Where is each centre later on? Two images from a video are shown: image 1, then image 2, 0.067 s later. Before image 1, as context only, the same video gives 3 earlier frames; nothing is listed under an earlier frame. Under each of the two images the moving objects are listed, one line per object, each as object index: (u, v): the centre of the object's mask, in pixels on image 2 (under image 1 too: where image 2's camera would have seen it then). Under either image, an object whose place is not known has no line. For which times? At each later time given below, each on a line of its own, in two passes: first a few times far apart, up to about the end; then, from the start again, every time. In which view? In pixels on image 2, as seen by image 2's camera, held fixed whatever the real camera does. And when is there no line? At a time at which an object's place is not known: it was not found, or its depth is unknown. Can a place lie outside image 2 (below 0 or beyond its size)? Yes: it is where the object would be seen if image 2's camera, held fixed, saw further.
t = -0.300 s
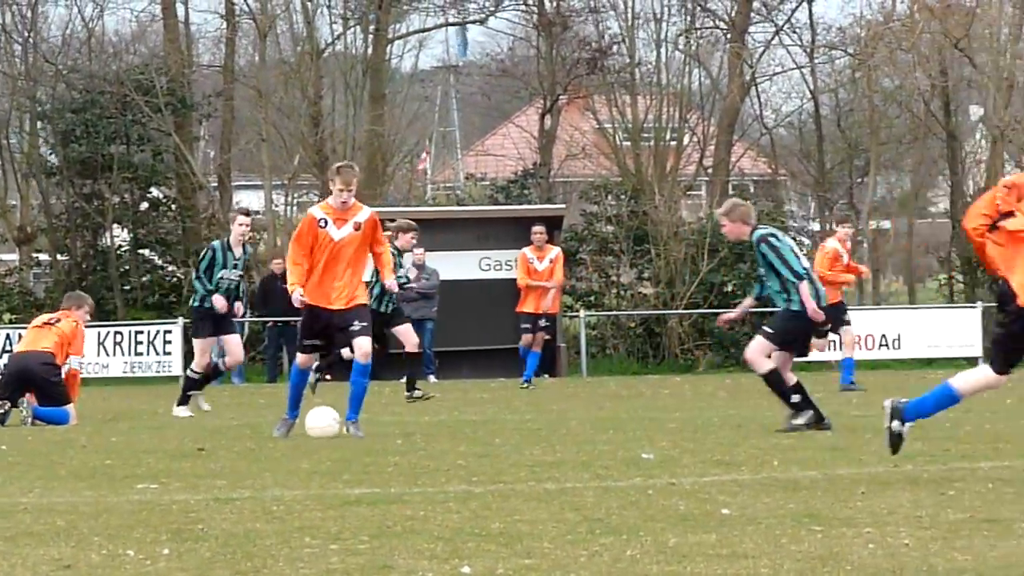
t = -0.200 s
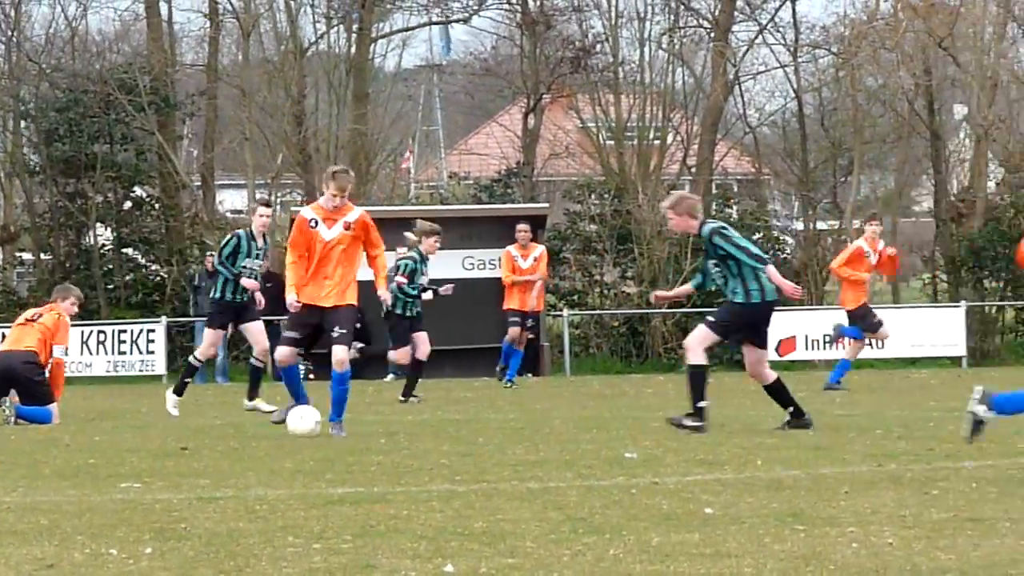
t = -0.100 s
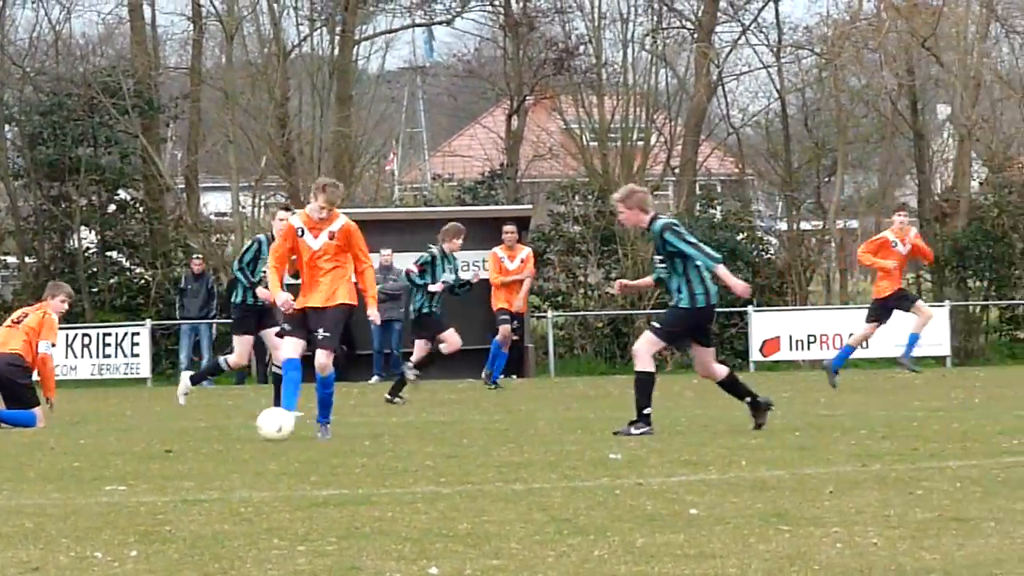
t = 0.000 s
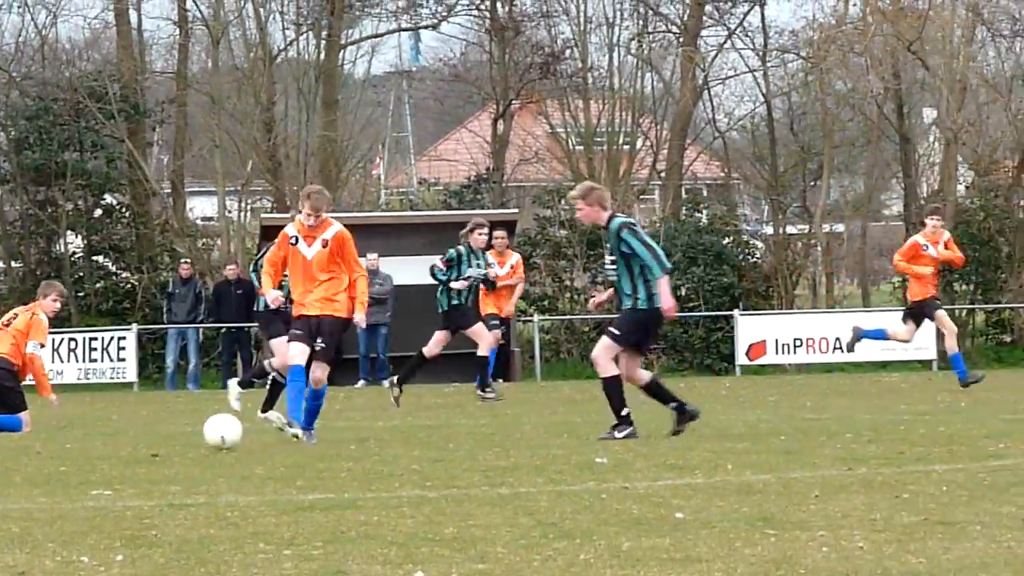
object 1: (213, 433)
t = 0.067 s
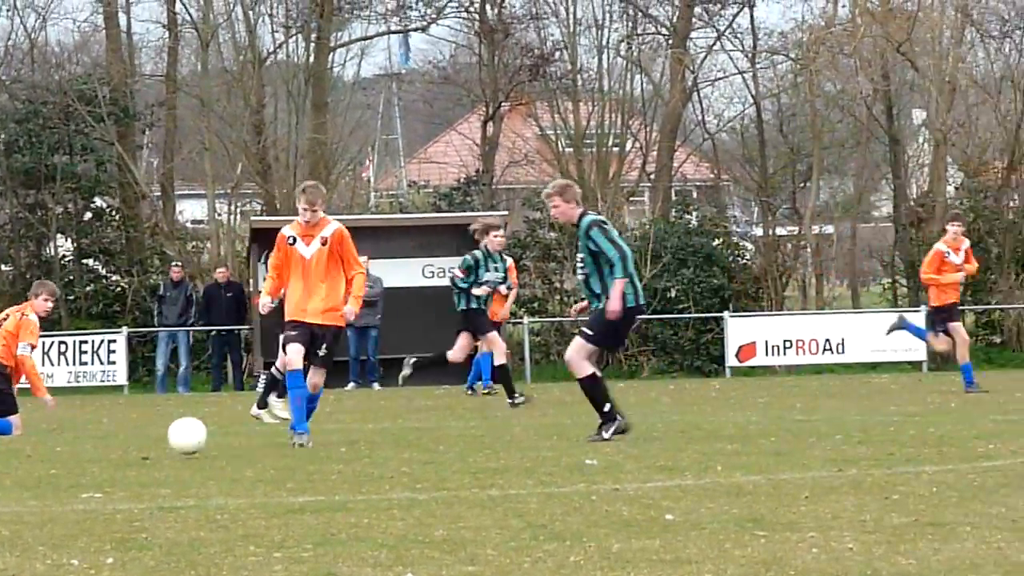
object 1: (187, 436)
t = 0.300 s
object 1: (110, 451)
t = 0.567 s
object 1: (28, 473)
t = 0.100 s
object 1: (175, 439)
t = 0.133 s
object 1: (162, 445)
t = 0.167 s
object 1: (152, 448)
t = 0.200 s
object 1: (140, 446)
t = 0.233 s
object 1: (130, 446)
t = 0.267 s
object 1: (119, 448)
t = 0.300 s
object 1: (110, 451)
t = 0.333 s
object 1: (100, 458)
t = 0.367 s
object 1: (90, 460)
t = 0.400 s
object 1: (81, 459)
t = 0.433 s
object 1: (72, 460)
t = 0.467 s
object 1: (60, 463)
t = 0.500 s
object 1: (50, 469)
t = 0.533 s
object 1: (39, 475)
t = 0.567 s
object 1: (28, 473)
